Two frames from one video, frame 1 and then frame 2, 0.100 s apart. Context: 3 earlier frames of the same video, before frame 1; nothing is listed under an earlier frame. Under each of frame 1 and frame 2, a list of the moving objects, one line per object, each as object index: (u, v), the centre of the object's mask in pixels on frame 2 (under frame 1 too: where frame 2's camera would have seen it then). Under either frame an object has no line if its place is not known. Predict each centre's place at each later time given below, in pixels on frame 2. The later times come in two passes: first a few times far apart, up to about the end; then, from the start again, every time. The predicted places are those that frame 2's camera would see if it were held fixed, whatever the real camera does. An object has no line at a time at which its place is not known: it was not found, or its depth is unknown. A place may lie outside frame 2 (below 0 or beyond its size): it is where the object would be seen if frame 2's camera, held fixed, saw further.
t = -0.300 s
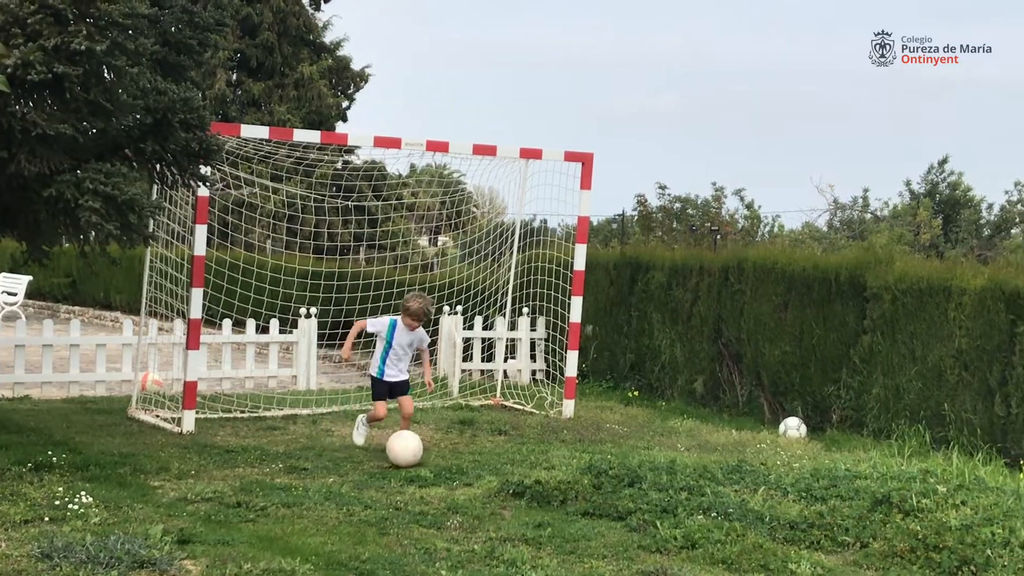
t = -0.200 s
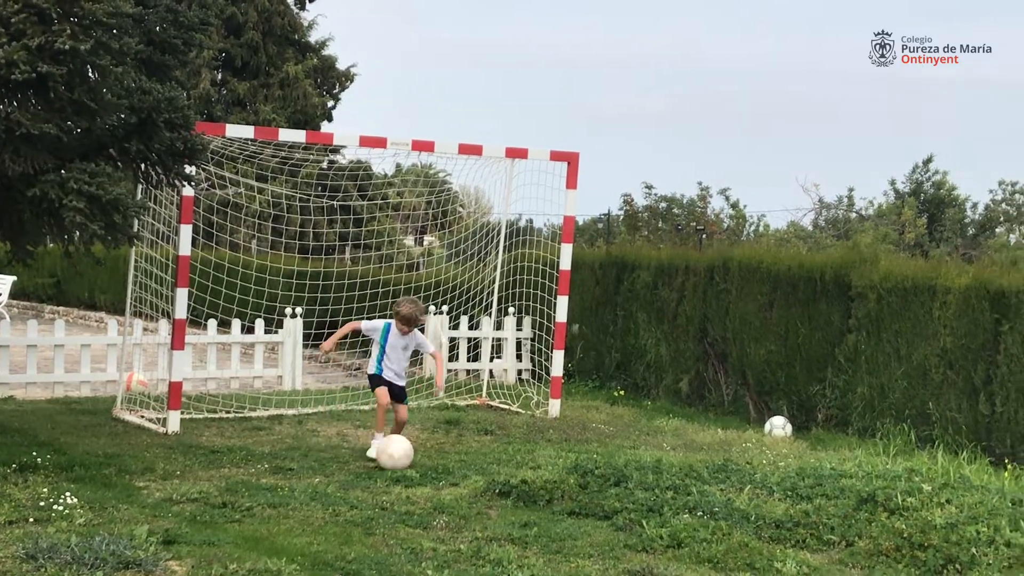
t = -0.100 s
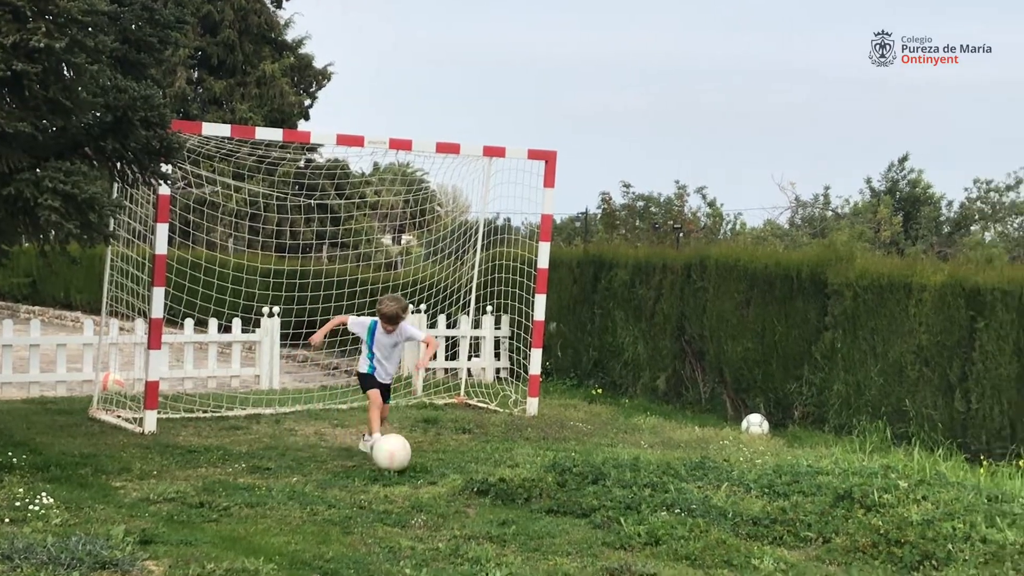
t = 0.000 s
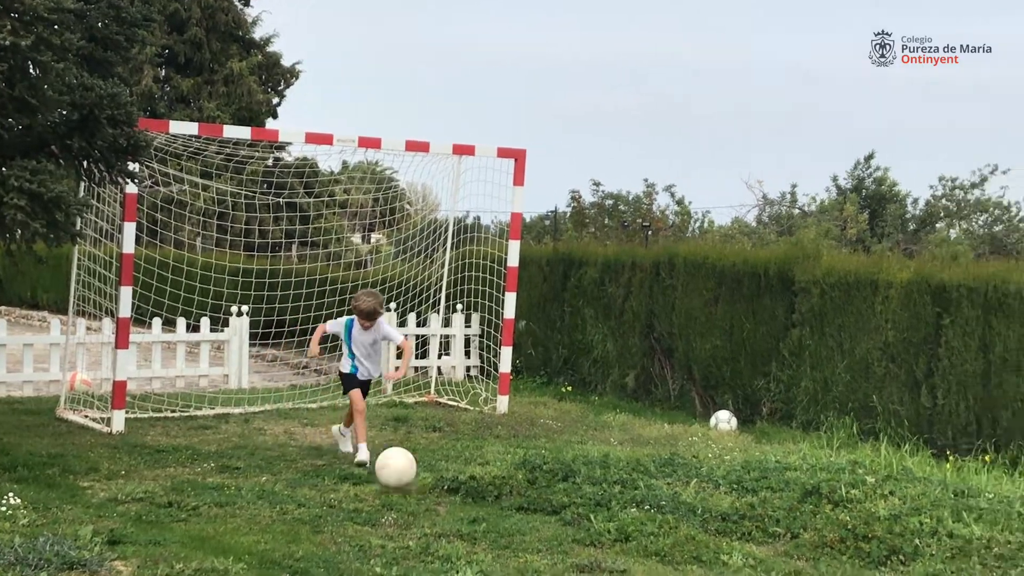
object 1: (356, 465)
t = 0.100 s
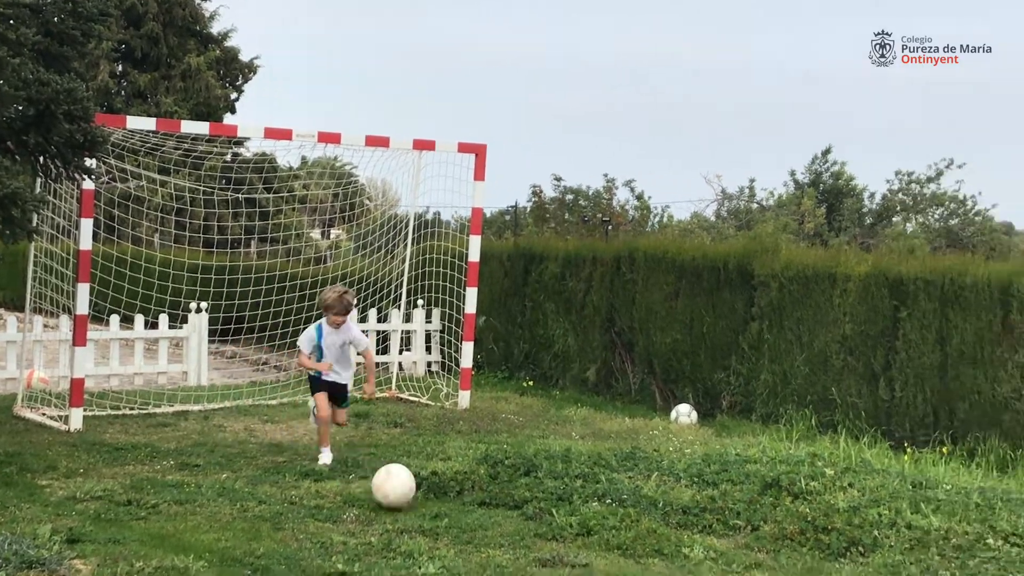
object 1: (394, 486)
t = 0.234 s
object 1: (442, 496)
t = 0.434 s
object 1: (526, 528)
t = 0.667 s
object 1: (636, 557)
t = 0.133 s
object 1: (405, 484)
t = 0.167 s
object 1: (417, 485)
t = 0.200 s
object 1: (430, 489)
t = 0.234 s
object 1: (442, 496)
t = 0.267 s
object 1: (455, 503)
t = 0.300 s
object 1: (468, 506)
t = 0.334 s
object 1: (482, 510)
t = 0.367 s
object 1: (497, 517)
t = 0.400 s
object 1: (511, 525)
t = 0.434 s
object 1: (526, 528)
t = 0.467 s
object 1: (541, 531)
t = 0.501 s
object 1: (556, 537)
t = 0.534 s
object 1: (572, 544)
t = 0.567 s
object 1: (589, 548)
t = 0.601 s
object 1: (604, 550)
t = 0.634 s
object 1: (620, 552)
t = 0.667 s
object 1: (636, 557)
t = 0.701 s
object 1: (654, 565)
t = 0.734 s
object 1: (671, 578)
